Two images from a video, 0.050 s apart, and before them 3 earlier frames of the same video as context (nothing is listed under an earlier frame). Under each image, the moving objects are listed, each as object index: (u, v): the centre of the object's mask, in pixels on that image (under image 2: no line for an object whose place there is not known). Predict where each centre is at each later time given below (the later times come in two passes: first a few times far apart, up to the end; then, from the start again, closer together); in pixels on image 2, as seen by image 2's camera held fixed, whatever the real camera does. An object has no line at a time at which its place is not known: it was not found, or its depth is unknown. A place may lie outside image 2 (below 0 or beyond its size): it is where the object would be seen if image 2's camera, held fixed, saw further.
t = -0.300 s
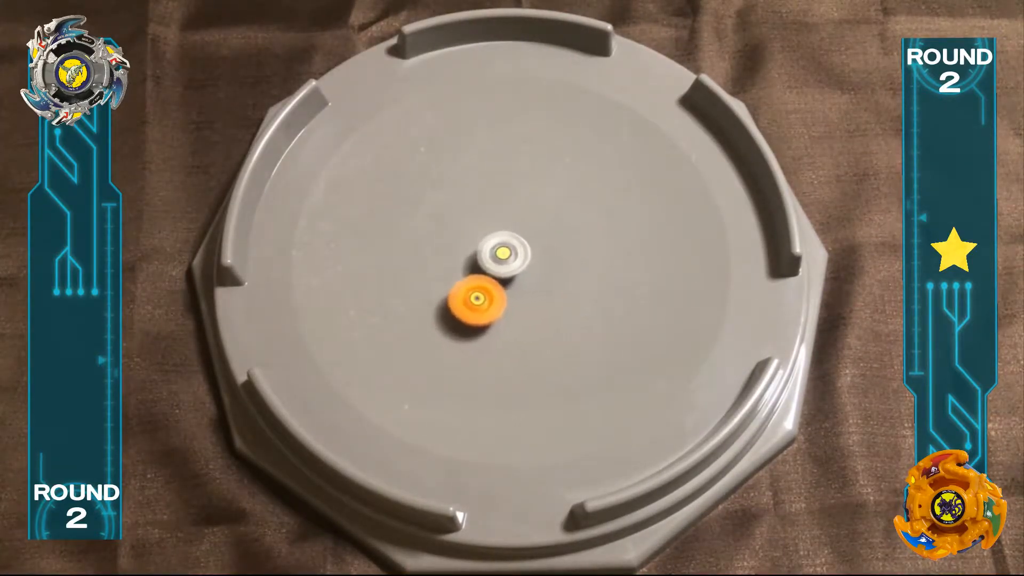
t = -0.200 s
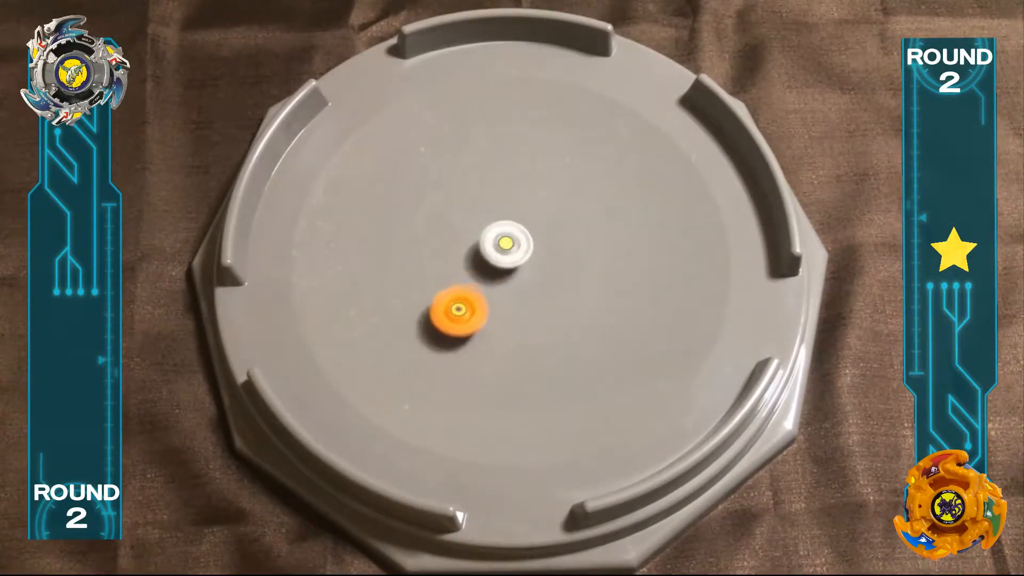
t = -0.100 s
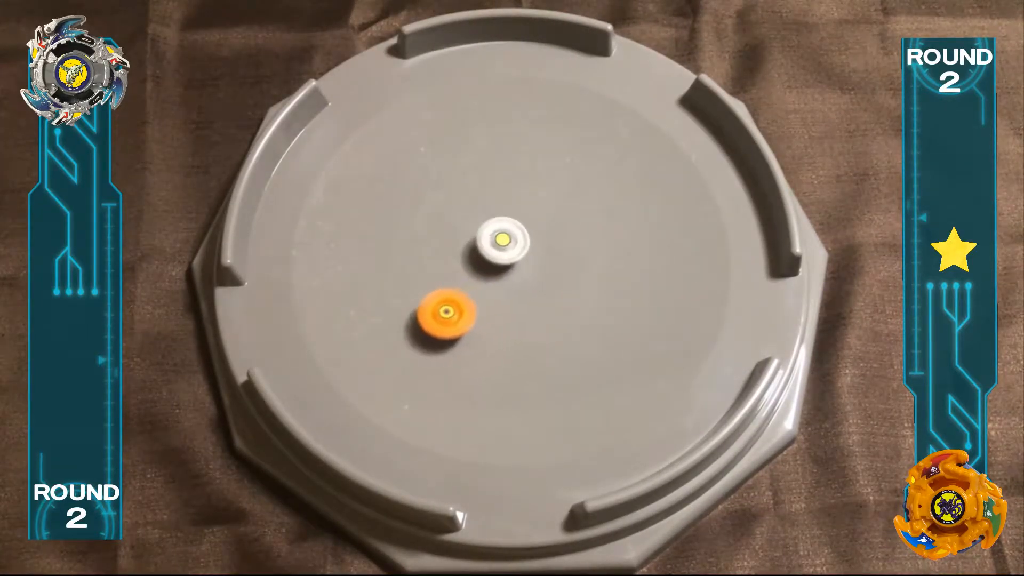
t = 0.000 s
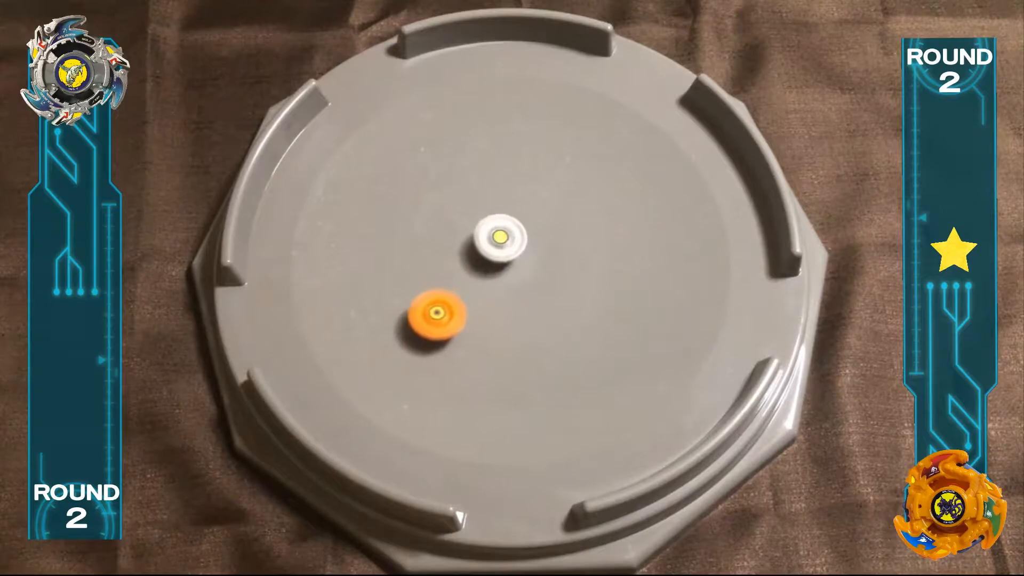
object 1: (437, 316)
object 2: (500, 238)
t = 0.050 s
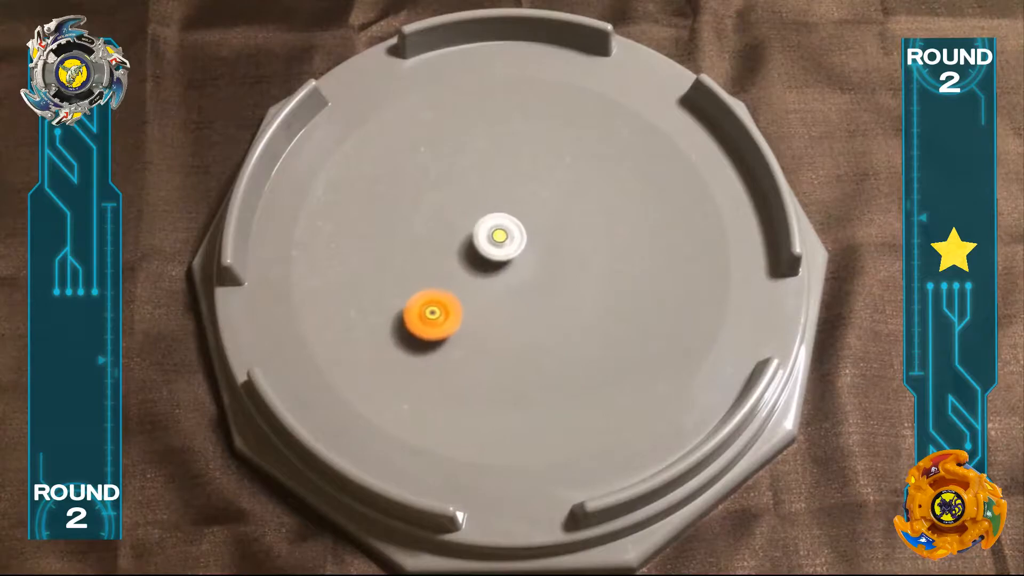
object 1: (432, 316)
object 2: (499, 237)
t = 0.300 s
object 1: (415, 314)
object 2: (497, 234)
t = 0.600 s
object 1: (413, 296)
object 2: (500, 233)
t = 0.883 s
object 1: (420, 268)
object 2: (506, 235)
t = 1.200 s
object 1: (437, 234)
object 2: (514, 241)
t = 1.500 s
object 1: (462, 206)
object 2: (518, 247)
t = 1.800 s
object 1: (492, 187)
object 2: (518, 253)
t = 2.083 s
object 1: (523, 178)
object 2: (511, 256)
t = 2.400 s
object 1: (552, 179)
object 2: (505, 256)
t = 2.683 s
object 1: (568, 191)
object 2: (500, 254)
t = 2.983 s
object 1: (573, 212)
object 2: (498, 249)
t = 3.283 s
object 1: (564, 234)
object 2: (500, 245)
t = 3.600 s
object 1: (564, 253)
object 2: (484, 241)
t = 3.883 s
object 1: (572, 270)
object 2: (466, 239)
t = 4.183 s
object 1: (560, 285)
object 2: (464, 233)
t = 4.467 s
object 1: (537, 289)
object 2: (474, 231)
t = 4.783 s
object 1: (544, 339)
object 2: (469, 184)
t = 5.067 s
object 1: (577, 388)
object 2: (437, 122)
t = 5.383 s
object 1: (576, 378)
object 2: (446, 128)
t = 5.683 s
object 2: (477, 172)
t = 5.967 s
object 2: (513, 240)
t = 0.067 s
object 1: (430, 316)
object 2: (499, 237)
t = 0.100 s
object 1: (428, 316)
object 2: (498, 236)
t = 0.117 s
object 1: (426, 316)
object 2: (498, 236)
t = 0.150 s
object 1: (424, 316)
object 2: (498, 236)
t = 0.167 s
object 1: (422, 316)
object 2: (498, 235)
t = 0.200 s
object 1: (420, 316)
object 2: (497, 235)
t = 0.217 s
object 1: (419, 316)
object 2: (497, 235)
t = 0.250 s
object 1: (418, 315)
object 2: (497, 234)
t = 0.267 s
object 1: (417, 315)
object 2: (497, 234)
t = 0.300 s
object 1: (415, 314)
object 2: (497, 234)
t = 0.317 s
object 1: (415, 314)
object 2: (497, 234)
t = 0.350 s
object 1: (414, 312)
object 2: (497, 234)
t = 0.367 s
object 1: (413, 312)
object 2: (497, 233)
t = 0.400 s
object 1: (413, 310)
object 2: (497, 233)
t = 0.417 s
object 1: (412, 309)
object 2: (497, 233)
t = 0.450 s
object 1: (412, 307)
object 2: (498, 233)
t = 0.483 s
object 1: (412, 305)
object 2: (498, 233)
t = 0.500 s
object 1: (412, 304)
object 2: (498, 233)
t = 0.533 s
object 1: (412, 302)
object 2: (499, 233)
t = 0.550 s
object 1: (412, 300)
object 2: (499, 233)
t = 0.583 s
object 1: (412, 298)
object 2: (499, 233)
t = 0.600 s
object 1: (413, 296)
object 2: (500, 233)
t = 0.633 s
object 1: (413, 294)
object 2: (500, 233)
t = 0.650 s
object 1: (413, 292)
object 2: (501, 233)
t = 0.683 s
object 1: (414, 289)
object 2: (501, 233)
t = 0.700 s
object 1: (414, 288)
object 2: (502, 234)
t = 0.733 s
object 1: (415, 284)
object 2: (503, 234)
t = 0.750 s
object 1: (416, 282)
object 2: (503, 234)
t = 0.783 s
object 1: (417, 279)
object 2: (504, 234)
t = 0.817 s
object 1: (418, 276)
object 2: (505, 235)
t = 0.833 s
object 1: (418, 274)
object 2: (505, 235)
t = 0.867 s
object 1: (419, 270)
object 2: (506, 235)
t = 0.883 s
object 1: (420, 268)
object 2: (506, 235)
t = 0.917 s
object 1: (421, 265)
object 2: (507, 236)
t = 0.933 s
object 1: (422, 264)
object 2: (508, 236)
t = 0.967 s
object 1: (424, 260)
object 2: (509, 237)
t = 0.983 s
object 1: (424, 258)
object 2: (509, 237)
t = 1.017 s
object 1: (426, 254)
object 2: (510, 237)
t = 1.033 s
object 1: (427, 252)
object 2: (510, 237)
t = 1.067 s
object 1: (429, 249)
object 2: (511, 238)
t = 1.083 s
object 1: (430, 247)
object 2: (512, 239)
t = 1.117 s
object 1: (432, 243)
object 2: (512, 239)
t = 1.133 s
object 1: (433, 241)
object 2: (513, 239)
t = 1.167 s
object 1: (435, 238)
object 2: (513, 240)
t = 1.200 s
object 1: (437, 234)
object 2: (514, 241)
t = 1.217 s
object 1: (438, 232)
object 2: (514, 241)
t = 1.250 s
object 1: (441, 229)
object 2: (515, 242)
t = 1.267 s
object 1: (442, 227)
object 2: (515, 242)
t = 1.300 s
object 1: (445, 224)
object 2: (516, 243)
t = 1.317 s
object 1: (446, 222)
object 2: (516, 243)
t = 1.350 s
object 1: (449, 220)
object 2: (516, 244)
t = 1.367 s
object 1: (450, 218)
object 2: (517, 244)
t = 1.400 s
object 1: (453, 215)
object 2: (517, 245)
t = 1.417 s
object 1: (455, 213)
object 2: (517, 245)
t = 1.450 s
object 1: (458, 211)
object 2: (518, 246)
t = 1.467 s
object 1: (459, 210)
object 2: (518, 246)
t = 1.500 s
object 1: (462, 206)
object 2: (518, 247)
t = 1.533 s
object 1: (465, 204)
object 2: (518, 248)
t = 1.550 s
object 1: (467, 202)
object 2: (518, 248)
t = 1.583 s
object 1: (470, 200)
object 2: (518, 249)
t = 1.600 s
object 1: (472, 199)
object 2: (518, 249)
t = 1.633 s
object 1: (475, 197)
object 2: (518, 250)
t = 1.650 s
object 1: (477, 196)
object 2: (518, 250)
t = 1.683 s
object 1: (481, 194)
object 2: (518, 251)
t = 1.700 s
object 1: (482, 193)
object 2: (518, 251)
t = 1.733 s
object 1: (486, 191)
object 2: (518, 252)
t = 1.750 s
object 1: (487, 190)
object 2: (518, 252)
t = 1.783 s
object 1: (491, 188)
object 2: (518, 253)
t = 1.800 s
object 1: (492, 187)
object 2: (518, 253)
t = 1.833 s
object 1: (496, 186)
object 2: (517, 253)
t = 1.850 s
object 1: (497, 185)
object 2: (517, 254)
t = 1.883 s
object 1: (501, 184)
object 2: (516, 254)
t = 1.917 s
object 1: (504, 183)
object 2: (516, 255)
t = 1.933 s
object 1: (506, 182)
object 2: (515, 255)
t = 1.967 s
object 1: (510, 181)
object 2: (514, 255)
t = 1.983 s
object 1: (512, 180)
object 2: (514, 255)
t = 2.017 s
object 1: (515, 180)
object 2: (513, 256)
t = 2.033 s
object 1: (517, 179)
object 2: (513, 256)
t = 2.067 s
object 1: (520, 179)
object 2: (512, 256)
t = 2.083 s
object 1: (523, 178)
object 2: (511, 256)
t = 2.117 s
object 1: (526, 178)
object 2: (511, 256)
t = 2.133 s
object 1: (527, 178)
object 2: (510, 257)
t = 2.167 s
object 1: (531, 177)
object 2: (510, 257)
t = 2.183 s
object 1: (532, 177)
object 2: (509, 257)
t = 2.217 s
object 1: (536, 177)
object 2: (509, 257)
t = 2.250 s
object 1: (539, 177)
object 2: (508, 257)
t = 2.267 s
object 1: (541, 177)
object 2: (507, 257)
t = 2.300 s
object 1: (544, 177)
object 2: (507, 257)
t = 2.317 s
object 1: (545, 178)
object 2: (506, 257)
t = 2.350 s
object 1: (548, 178)
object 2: (506, 257)
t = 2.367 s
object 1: (549, 179)
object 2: (505, 257)
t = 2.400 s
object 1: (552, 179)
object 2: (505, 256)
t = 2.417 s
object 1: (553, 180)
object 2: (504, 256)
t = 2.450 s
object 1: (555, 181)
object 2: (504, 256)
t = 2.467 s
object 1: (557, 181)
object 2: (503, 256)
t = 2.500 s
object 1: (559, 182)
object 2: (503, 256)
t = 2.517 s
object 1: (560, 183)
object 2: (502, 256)
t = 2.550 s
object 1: (562, 184)
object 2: (502, 255)
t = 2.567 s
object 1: (563, 185)
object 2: (501, 255)
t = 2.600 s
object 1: (564, 187)
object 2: (501, 255)
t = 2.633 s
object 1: (566, 188)
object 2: (501, 254)
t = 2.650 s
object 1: (567, 189)
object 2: (500, 254)
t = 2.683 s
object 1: (568, 191)
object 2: (500, 254)
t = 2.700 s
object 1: (569, 192)
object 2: (500, 253)
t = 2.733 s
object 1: (570, 194)
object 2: (499, 253)
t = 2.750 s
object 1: (570, 195)
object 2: (499, 253)
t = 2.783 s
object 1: (571, 197)
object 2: (499, 252)
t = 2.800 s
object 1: (572, 198)
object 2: (499, 252)
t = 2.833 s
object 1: (572, 200)
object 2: (498, 251)
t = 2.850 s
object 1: (572, 202)
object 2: (498, 251)
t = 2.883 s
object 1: (573, 204)
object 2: (498, 250)
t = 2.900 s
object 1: (573, 205)
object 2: (498, 250)
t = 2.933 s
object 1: (573, 208)
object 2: (498, 250)
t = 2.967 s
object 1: (573, 211)
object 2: (498, 249)
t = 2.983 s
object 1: (573, 212)
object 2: (498, 249)
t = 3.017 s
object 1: (573, 214)
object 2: (498, 248)
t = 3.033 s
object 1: (573, 215)
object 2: (498, 248)
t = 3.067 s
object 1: (572, 218)
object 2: (498, 248)
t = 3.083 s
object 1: (572, 219)
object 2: (498, 248)
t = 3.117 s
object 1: (571, 222)
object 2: (498, 247)
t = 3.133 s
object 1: (571, 222)
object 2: (498, 247)
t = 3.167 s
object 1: (570, 225)
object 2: (498, 246)
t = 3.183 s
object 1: (569, 226)
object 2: (499, 246)
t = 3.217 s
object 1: (568, 229)
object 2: (499, 246)
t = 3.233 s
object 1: (567, 231)
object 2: (499, 246)
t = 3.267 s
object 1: (565, 233)
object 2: (500, 245)
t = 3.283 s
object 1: (564, 234)
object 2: (500, 245)
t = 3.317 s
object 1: (562, 236)
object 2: (500, 245)
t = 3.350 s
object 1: (560, 238)
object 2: (501, 244)
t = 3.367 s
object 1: (559, 240)
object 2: (501, 244)
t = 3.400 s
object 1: (557, 241)
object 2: (501, 244)
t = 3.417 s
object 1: (558, 242)
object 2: (500, 243)
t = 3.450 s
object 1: (557, 244)
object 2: (499, 243)
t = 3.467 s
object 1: (557, 244)
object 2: (499, 243)
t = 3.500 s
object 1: (556, 246)
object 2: (498, 243)
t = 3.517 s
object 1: (555, 246)
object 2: (498, 243)
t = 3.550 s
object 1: (554, 248)
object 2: (498, 243)
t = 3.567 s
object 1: (557, 250)
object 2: (494, 242)
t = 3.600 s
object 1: (564, 253)
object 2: (484, 241)
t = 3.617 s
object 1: (566, 254)
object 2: (481, 240)
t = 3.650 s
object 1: (568, 256)
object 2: (478, 241)
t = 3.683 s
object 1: (569, 257)
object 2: (475, 241)
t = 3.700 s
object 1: (570, 259)
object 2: (474, 241)
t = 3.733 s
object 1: (571, 261)
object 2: (471, 241)
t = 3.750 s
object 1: (571, 262)
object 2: (471, 241)
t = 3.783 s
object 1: (572, 264)
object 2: (469, 240)
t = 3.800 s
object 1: (572, 265)
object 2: (468, 240)
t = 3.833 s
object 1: (572, 267)
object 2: (467, 240)
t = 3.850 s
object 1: (572, 268)
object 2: (466, 240)
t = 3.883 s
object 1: (572, 270)
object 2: (466, 239)
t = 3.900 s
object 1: (572, 271)
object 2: (465, 239)
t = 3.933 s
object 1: (571, 272)
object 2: (464, 238)
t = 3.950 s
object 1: (571, 274)
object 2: (464, 238)
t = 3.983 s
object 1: (570, 275)
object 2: (464, 238)
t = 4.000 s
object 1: (569, 276)
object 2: (464, 237)
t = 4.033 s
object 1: (568, 278)
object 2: (463, 237)
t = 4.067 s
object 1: (566, 280)
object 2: (463, 236)
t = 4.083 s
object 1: (565, 280)
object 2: (463, 235)
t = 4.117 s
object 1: (564, 282)
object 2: (463, 235)
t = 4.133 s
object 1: (563, 282)
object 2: (464, 234)
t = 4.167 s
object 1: (561, 284)
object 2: (464, 234)
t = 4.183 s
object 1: (560, 285)
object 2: (464, 233)
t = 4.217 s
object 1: (558, 286)
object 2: (465, 233)
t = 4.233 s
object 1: (557, 286)
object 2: (465, 232)
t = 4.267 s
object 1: (554, 287)
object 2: (466, 232)
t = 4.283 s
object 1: (553, 288)
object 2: (467, 232)
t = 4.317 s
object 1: (550, 288)
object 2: (468, 231)
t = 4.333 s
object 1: (548, 289)
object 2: (468, 231)
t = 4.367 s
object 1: (545, 290)
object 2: (469, 231)
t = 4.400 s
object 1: (543, 289)
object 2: (471, 231)
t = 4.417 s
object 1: (541, 289)
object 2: (471, 231)
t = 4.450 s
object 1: (539, 289)
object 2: (473, 231)
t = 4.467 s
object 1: (537, 289)
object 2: (474, 231)
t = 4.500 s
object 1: (534, 289)
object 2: (475, 232)
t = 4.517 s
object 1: (532, 289)
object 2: (476, 232)
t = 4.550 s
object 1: (530, 288)
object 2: (478, 233)
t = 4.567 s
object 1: (528, 287)
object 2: (479, 233)
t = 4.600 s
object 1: (526, 286)
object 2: (481, 234)
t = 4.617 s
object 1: (525, 286)
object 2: (482, 235)
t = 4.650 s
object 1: (522, 284)
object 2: (484, 236)
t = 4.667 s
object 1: (521, 284)
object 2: (485, 237)
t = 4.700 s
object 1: (519, 284)
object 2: (487, 237)
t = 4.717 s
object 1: (524, 296)
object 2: (484, 226)
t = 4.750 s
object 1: (534, 319)
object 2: (476, 203)
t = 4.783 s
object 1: (544, 339)
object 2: (469, 184)
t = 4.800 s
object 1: (548, 349)
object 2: (467, 175)
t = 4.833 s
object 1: (555, 363)
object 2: (461, 160)
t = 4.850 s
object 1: (558, 369)
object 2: (458, 154)
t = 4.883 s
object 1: (563, 377)
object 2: (451, 142)
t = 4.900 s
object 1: (565, 379)
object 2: (448, 137)
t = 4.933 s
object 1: (568, 382)
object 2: (442, 131)
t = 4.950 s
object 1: (570, 383)
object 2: (441, 129)
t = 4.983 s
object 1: (572, 385)
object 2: (439, 126)
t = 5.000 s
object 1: (573, 386)
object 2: (438, 124)
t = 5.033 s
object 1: (575, 387)
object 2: (437, 123)
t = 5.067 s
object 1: (577, 388)
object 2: (437, 122)
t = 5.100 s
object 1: (578, 388)
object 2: (437, 122)
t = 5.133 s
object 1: (578, 389)
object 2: (437, 121)
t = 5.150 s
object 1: (579, 388)
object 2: (437, 121)
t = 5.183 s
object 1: (579, 388)
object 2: (438, 121)
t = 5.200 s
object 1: (579, 388)
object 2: (438, 121)
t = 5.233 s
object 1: (579, 387)
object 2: (439, 122)
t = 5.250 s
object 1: (579, 386)
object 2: (439, 122)
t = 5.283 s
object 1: (579, 385)
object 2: (441, 123)
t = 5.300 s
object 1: (579, 384)
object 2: (441, 123)
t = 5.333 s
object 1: (578, 382)
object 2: (443, 125)
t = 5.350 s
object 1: (577, 381)
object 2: (444, 126)
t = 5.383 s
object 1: (576, 378)
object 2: (446, 128)
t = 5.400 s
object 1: (576, 377)
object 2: (448, 129)
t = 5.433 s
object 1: (575, 374)
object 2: (450, 132)
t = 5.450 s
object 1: (574, 372)
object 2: (452, 134)
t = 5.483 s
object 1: (572, 369)
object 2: (455, 138)
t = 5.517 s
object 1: (570, 365)
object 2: (458, 143)
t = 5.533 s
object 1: (568, 363)
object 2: (460, 145)
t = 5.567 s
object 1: (566, 359)
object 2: (464, 151)
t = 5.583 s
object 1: (565, 357)
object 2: (466, 153)
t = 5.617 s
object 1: (562, 352)
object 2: (470, 159)
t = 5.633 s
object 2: (472, 162)
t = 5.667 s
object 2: (475, 169)
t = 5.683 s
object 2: (477, 172)
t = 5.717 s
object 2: (482, 179)
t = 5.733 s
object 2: (485, 183)
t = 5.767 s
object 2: (489, 190)
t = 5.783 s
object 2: (492, 194)
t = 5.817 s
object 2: (496, 202)
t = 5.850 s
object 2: (499, 211)
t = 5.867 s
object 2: (501, 216)
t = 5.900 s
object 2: (504, 225)
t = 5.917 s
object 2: (506, 230)
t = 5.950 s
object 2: (509, 240)
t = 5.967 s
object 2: (513, 240)
